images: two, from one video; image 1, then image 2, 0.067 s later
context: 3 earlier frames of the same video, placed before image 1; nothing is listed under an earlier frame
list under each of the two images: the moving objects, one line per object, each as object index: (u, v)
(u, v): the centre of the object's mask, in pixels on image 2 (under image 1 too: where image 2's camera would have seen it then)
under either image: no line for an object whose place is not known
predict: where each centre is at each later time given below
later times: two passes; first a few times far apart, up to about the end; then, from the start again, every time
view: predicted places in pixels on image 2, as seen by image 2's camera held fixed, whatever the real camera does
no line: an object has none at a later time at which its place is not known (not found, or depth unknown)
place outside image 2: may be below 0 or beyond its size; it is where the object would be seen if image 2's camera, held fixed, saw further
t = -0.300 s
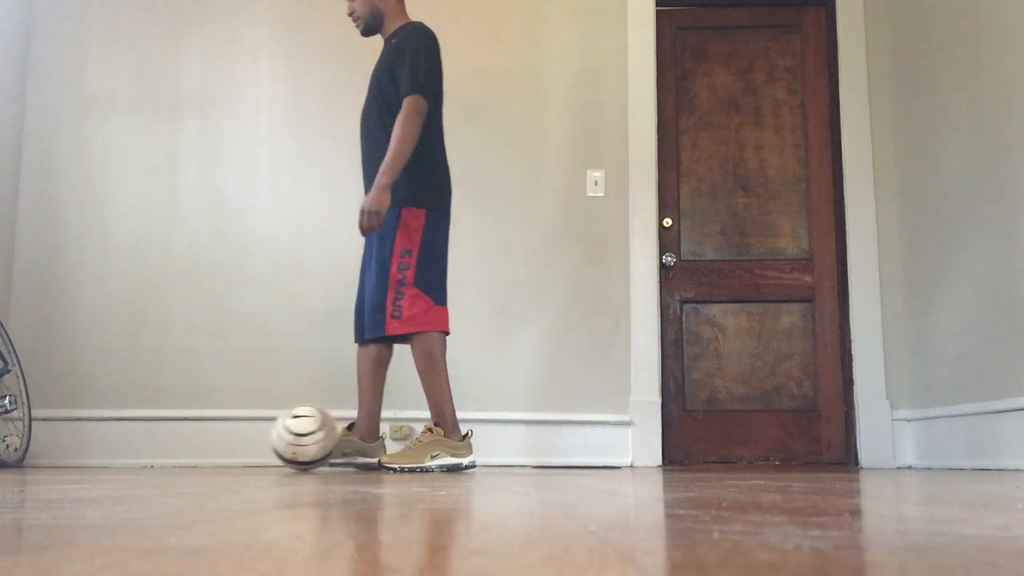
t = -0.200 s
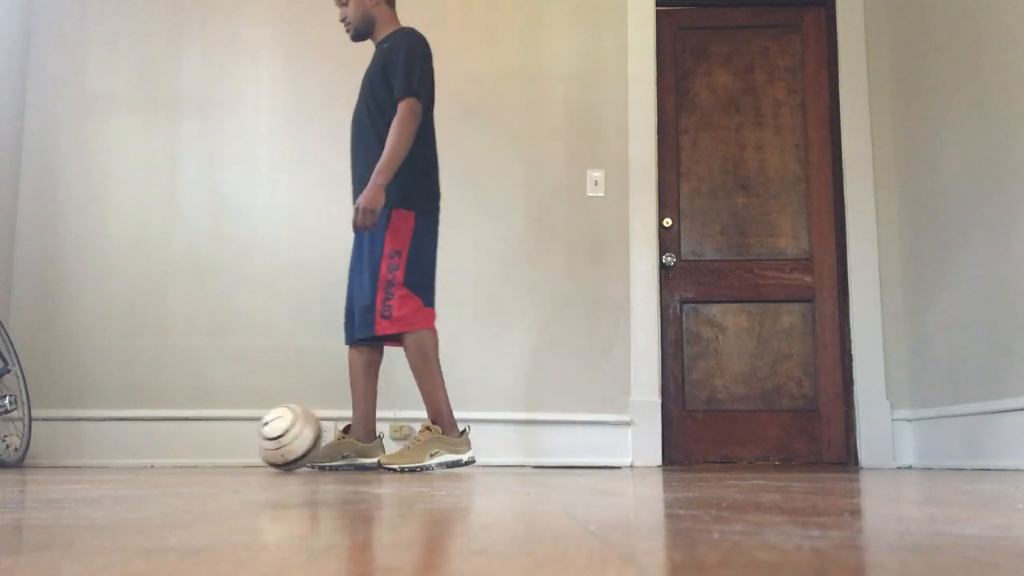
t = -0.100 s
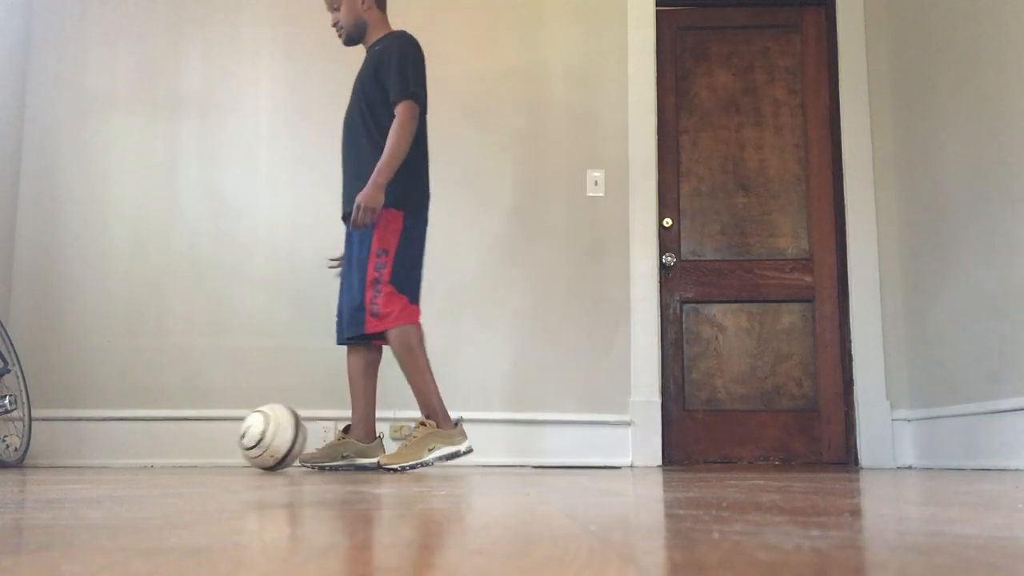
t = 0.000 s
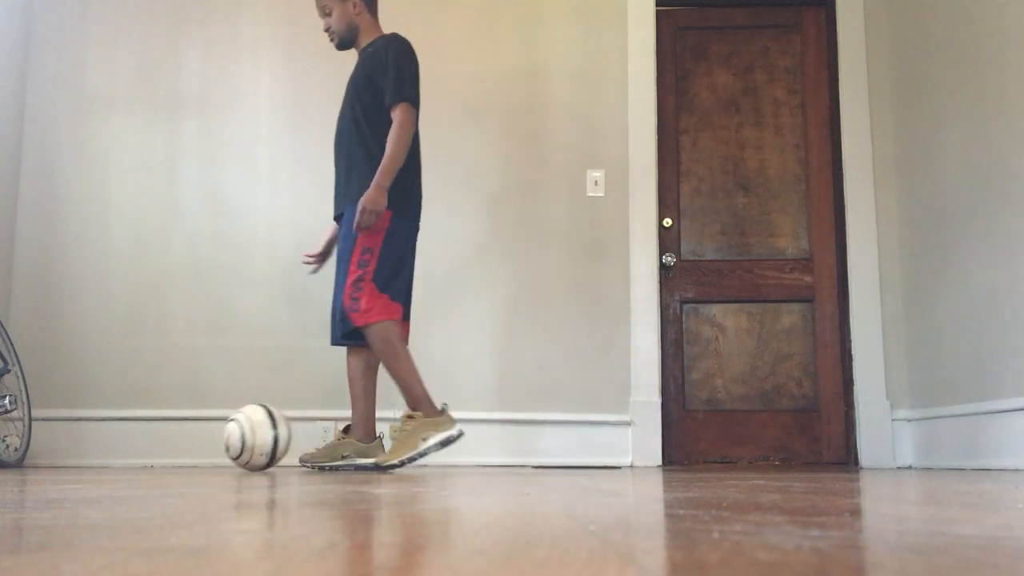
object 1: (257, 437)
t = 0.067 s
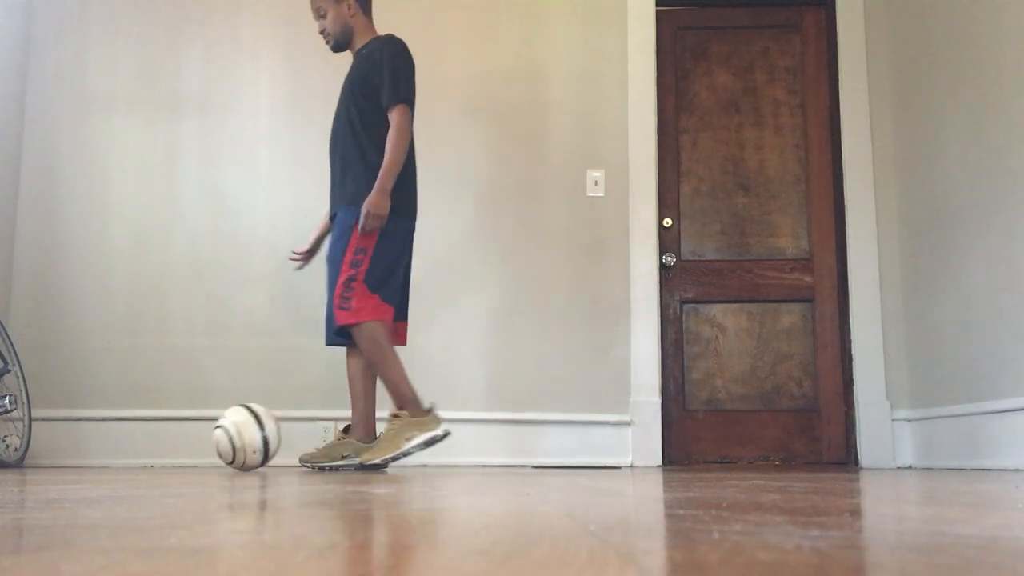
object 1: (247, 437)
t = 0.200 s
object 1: (226, 437)
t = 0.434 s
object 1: (190, 437)
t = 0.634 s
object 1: (161, 436)
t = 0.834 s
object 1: (129, 436)
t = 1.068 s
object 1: (92, 435)
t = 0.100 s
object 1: (242, 437)
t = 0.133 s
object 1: (237, 437)
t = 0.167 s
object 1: (231, 437)
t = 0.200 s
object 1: (226, 437)
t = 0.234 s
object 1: (221, 437)
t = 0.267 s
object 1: (216, 438)
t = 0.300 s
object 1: (211, 437)
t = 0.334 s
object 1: (206, 437)
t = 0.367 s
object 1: (200, 437)
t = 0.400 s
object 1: (195, 437)
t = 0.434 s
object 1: (190, 437)
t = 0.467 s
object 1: (185, 437)
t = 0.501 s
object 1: (180, 437)
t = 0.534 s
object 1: (175, 437)
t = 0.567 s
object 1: (170, 437)
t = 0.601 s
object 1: (166, 436)
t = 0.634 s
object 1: (161, 436)
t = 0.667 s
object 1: (156, 436)
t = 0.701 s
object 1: (151, 436)
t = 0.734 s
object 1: (144, 436)
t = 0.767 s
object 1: (139, 436)
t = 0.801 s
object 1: (134, 436)
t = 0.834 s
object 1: (129, 436)
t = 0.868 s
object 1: (124, 436)
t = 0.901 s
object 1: (119, 436)
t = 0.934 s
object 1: (113, 435)
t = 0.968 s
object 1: (108, 435)
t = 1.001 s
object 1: (103, 435)
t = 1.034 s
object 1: (98, 435)
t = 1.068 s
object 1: (92, 435)
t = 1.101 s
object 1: (87, 435)
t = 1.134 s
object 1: (82, 435)
